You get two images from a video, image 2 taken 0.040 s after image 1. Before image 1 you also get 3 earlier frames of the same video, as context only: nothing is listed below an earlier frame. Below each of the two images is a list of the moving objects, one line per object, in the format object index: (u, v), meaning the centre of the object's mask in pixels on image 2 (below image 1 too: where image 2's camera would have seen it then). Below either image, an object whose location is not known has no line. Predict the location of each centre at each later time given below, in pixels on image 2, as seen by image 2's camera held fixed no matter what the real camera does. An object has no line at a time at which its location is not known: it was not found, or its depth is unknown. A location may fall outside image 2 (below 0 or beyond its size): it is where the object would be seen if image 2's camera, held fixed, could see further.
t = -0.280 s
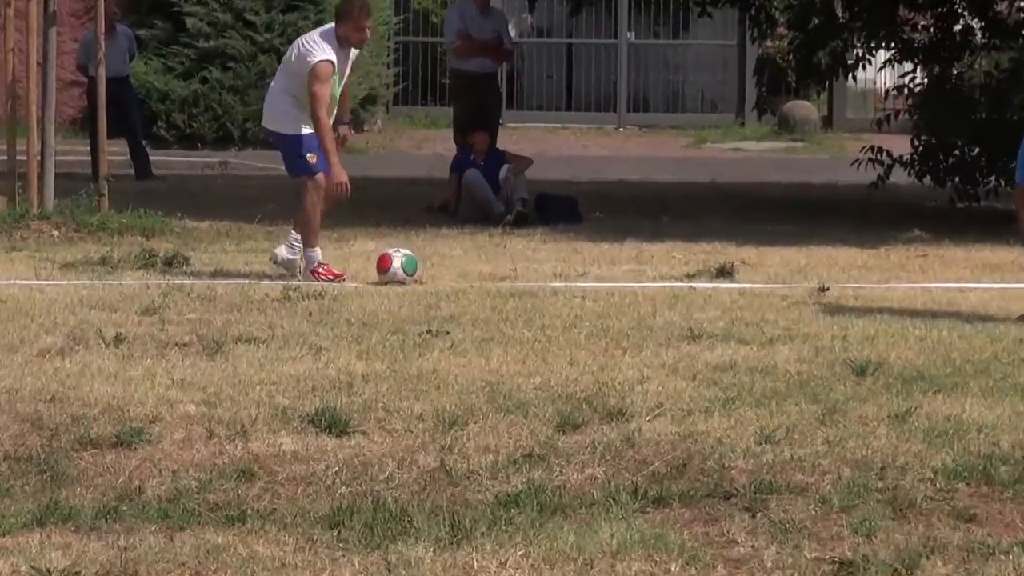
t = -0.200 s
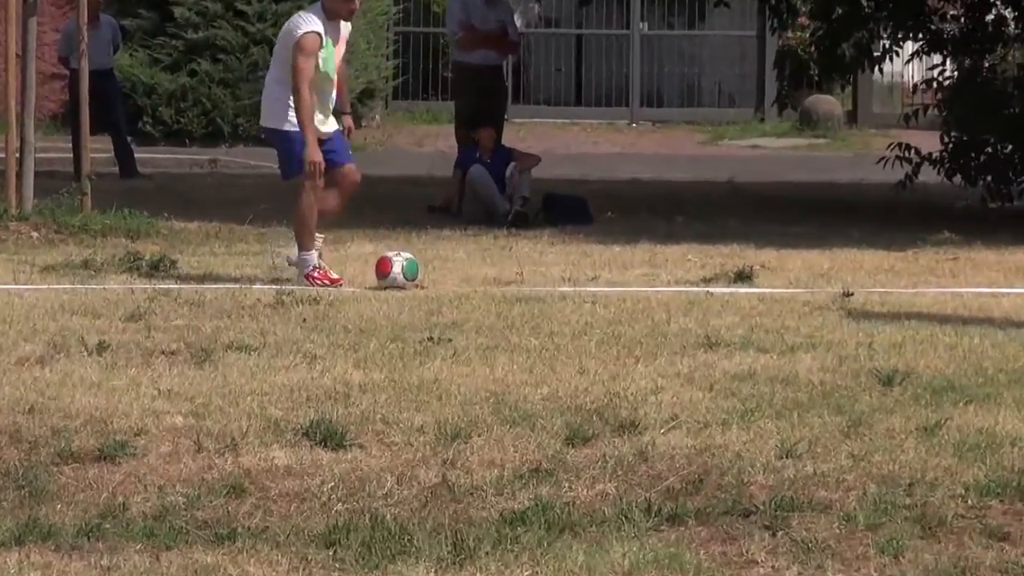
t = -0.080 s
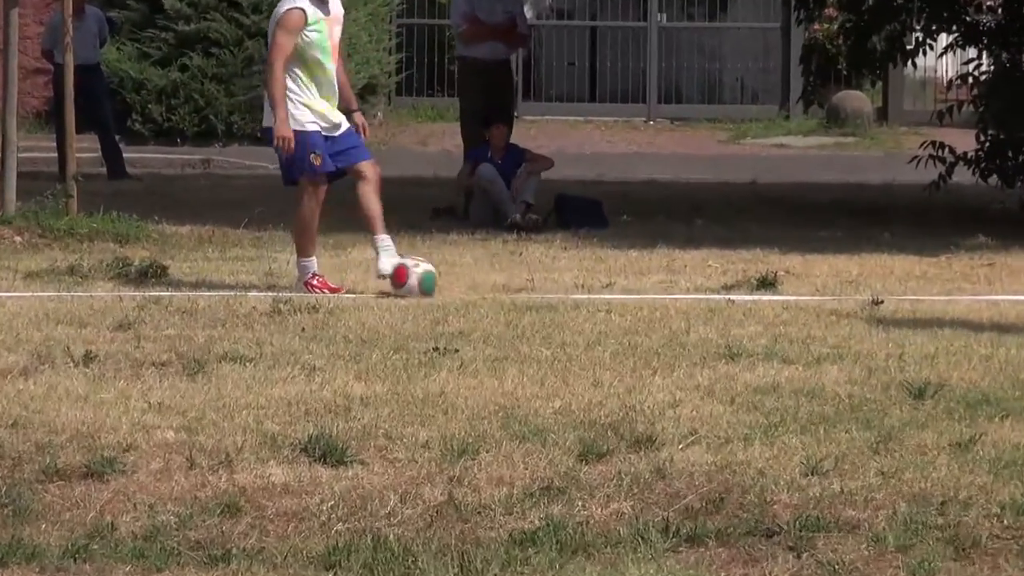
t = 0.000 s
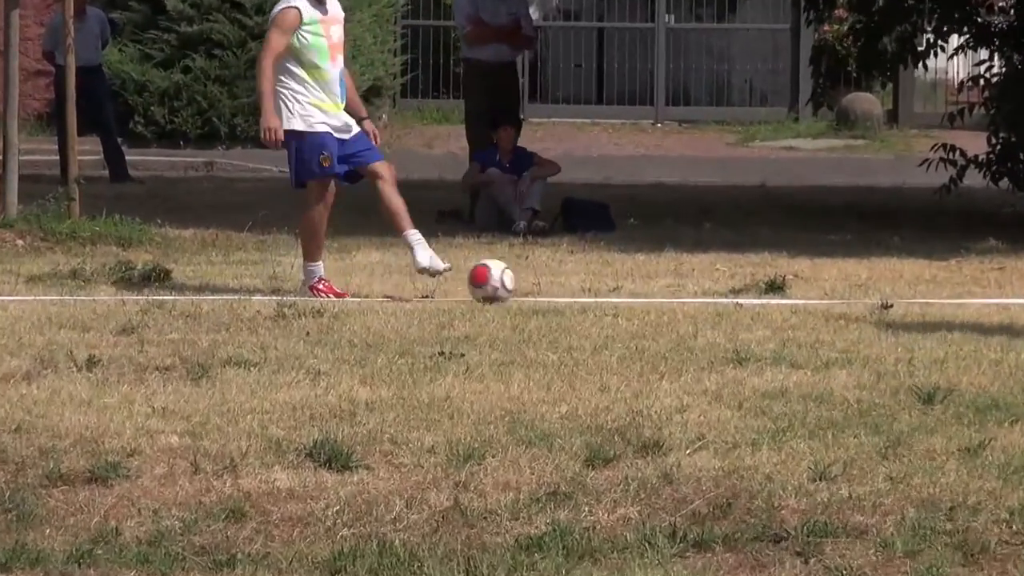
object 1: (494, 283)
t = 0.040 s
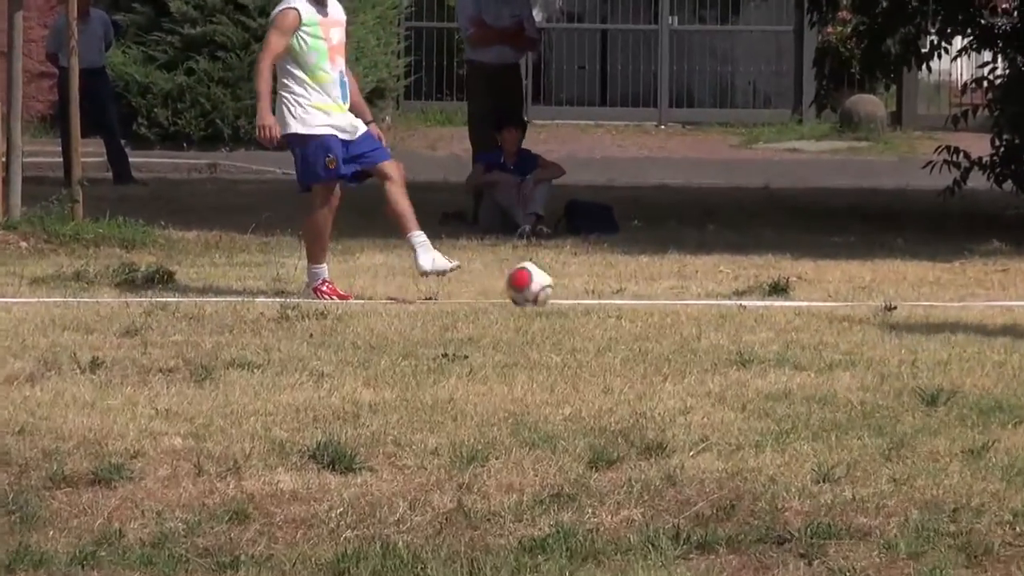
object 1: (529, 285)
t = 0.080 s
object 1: (567, 287)
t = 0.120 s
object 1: (600, 292)
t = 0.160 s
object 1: (630, 293)
